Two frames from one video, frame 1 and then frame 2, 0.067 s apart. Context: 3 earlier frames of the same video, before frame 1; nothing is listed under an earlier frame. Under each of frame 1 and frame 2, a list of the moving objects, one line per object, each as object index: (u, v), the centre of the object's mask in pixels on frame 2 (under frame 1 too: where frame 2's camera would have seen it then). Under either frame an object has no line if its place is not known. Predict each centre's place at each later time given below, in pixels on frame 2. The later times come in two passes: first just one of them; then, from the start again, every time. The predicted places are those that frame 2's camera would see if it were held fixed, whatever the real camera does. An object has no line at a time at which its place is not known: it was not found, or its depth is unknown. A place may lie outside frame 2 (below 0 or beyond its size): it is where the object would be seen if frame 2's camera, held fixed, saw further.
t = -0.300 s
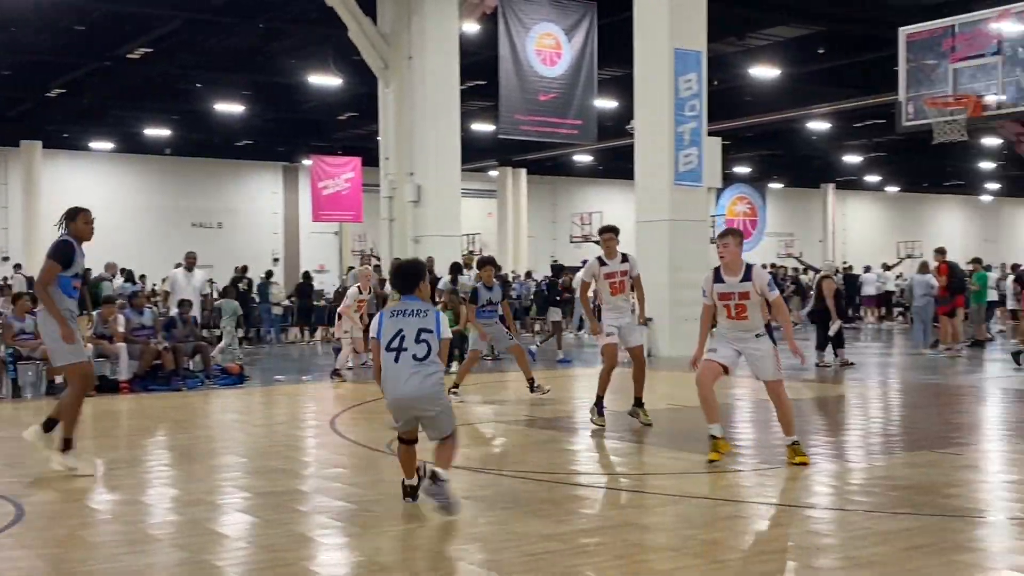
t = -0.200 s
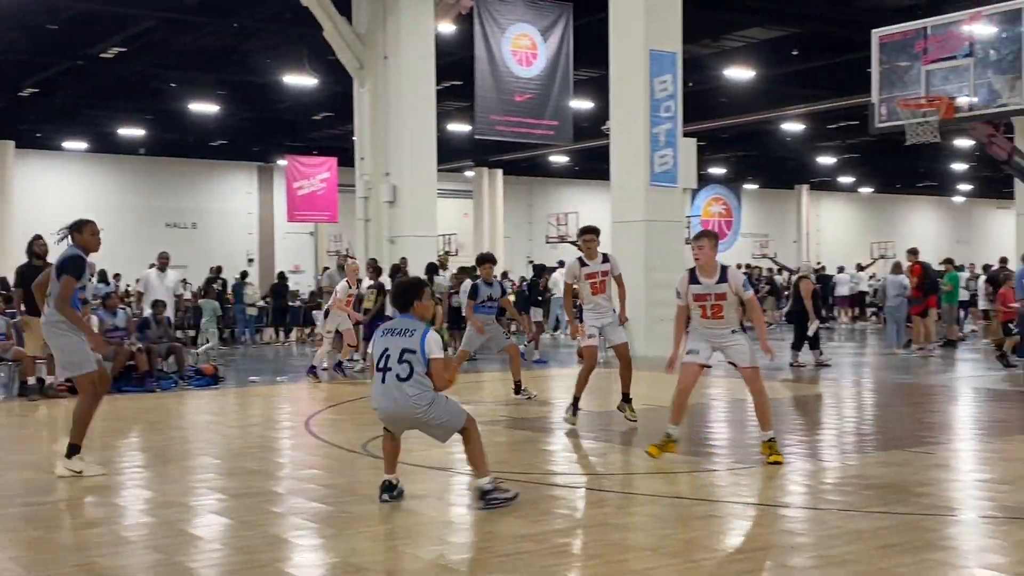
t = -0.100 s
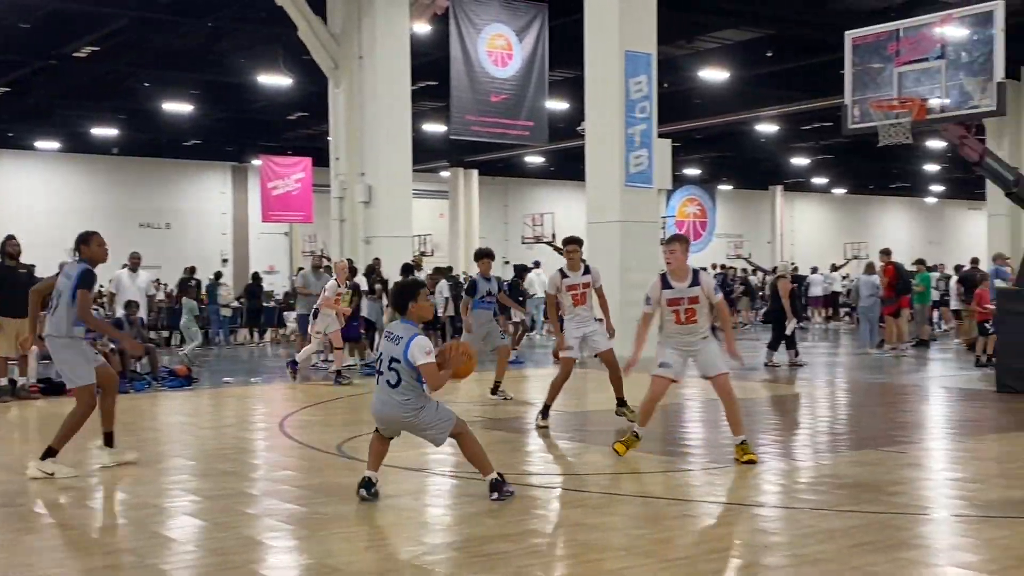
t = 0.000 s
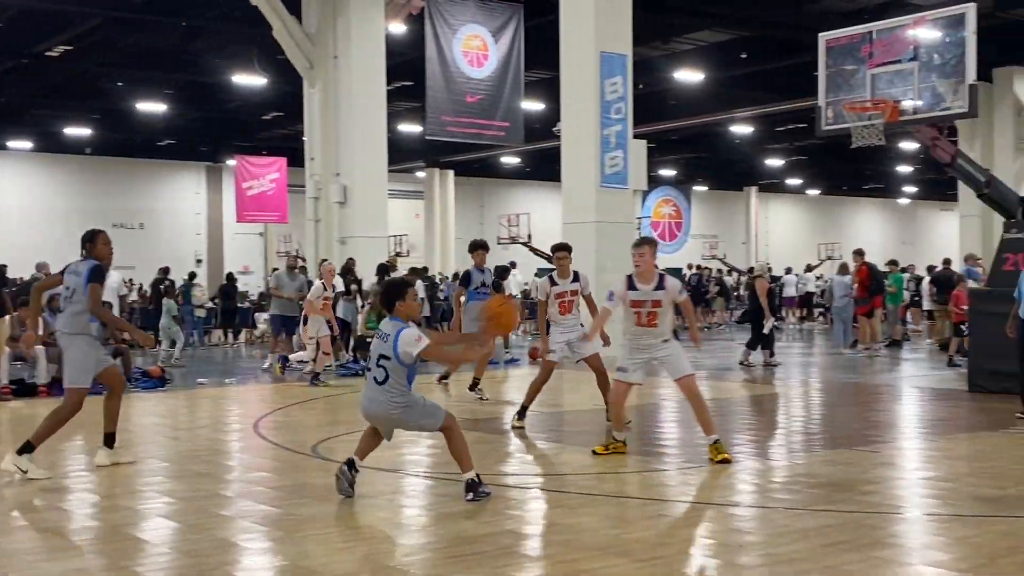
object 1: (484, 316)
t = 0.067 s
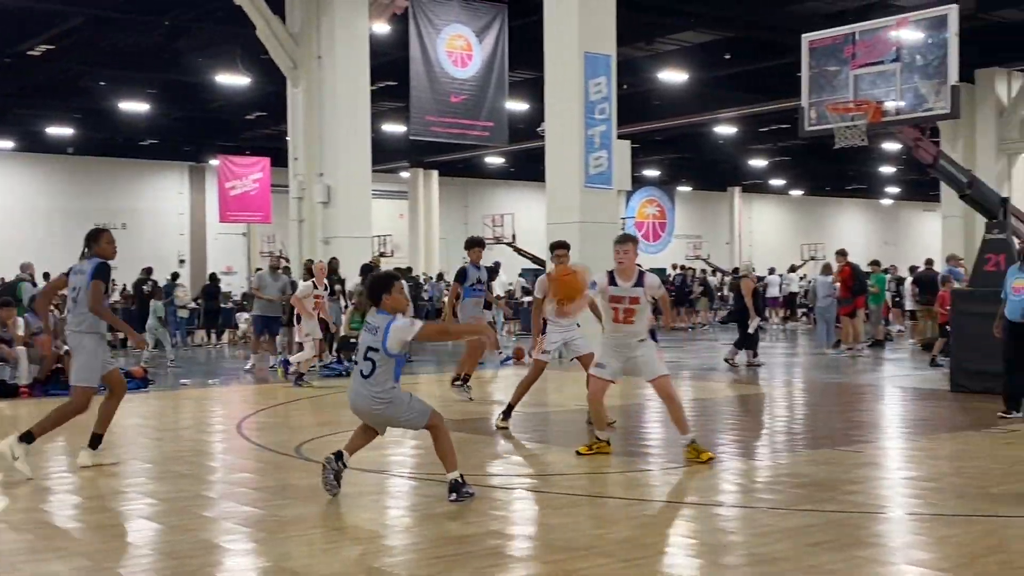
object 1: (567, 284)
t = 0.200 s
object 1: (731, 241)
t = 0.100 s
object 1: (609, 271)
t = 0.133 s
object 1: (651, 260)
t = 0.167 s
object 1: (692, 248)
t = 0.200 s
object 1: (731, 241)
